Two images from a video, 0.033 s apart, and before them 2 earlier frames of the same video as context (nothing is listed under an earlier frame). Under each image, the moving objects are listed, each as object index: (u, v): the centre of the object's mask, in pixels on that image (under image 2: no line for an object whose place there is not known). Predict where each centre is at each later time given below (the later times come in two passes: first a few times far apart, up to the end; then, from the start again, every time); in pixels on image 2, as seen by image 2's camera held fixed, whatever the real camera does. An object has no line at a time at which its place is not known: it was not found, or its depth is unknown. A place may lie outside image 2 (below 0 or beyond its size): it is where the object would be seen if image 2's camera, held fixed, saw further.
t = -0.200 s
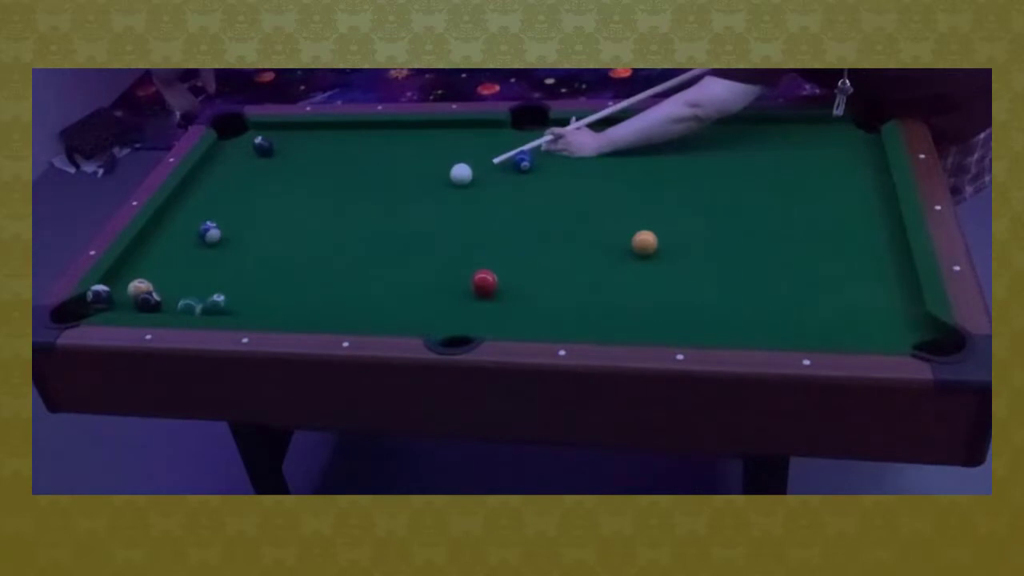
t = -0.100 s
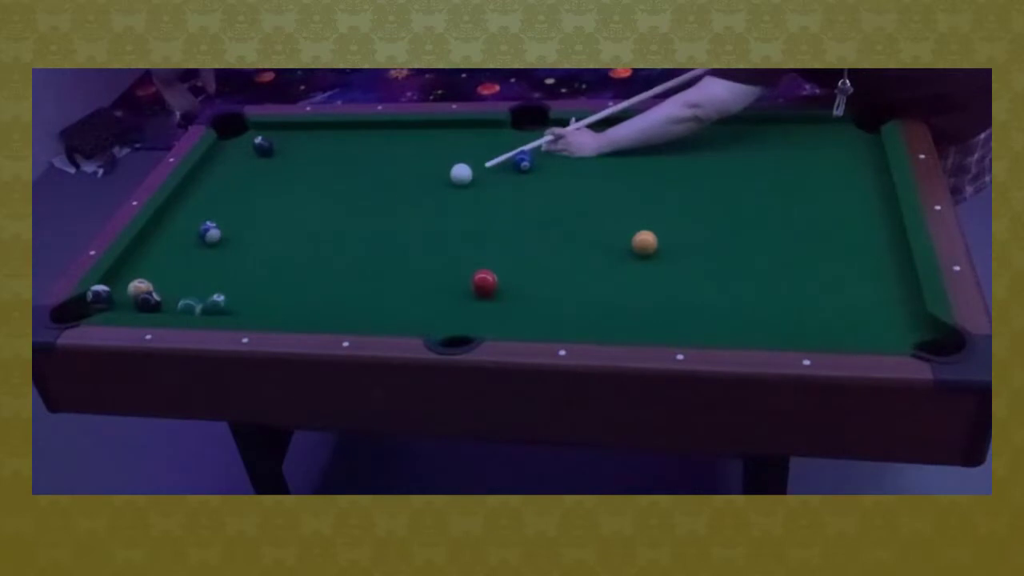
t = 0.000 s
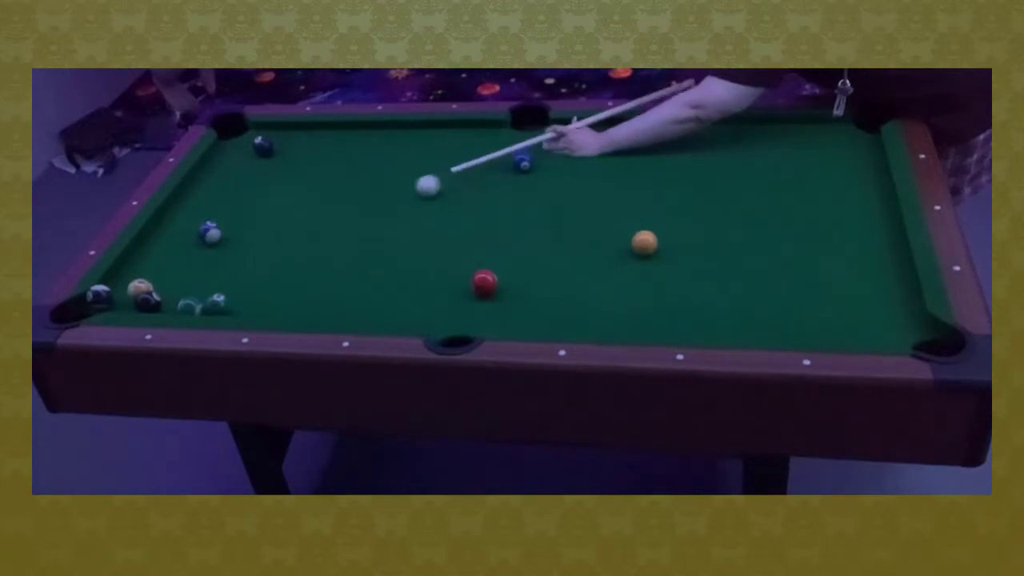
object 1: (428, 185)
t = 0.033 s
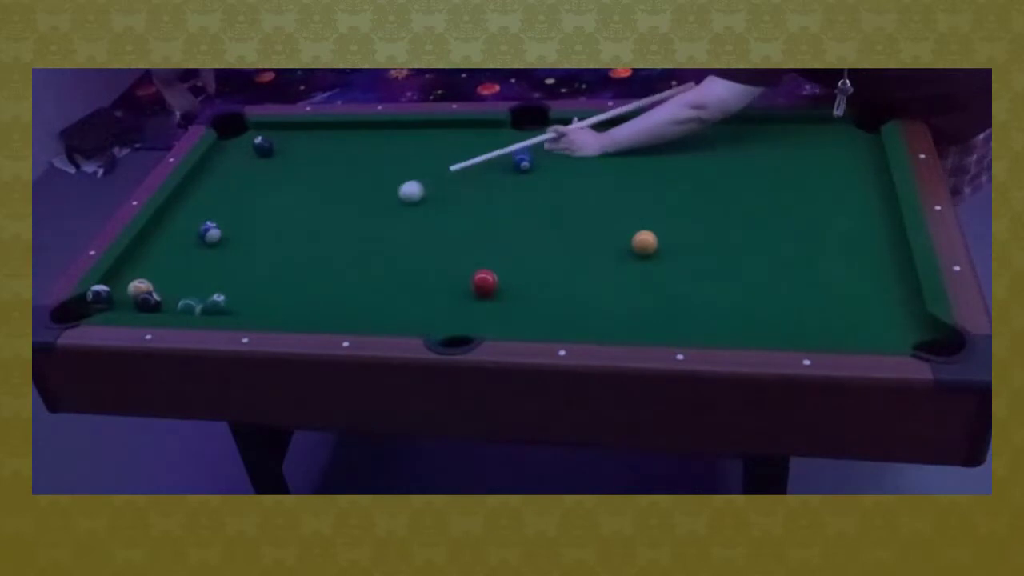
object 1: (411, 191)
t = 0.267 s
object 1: (315, 225)
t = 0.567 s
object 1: (199, 267)
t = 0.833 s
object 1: (141, 280)
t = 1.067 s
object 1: (107, 285)
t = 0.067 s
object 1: (396, 197)
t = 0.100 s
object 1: (381, 202)
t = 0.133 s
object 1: (368, 207)
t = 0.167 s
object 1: (355, 212)
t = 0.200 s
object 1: (342, 216)
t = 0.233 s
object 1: (328, 221)
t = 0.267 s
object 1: (315, 225)
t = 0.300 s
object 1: (302, 230)
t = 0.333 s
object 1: (296, 232)
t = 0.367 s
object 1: (282, 237)
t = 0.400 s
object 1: (268, 242)
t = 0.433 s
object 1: (255, 247)
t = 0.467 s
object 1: (241, 252)
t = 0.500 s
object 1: (227, 257)
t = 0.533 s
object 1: (213, 261)
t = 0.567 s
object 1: (199, 267)
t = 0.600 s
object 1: (185, 272)
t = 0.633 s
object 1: (171, 277)
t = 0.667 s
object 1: (163, 279)
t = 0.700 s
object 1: (160, 279)
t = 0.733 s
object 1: (156, 279)
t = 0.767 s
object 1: (152, 279)
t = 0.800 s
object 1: (146, 279)
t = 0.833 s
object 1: (141, 280)
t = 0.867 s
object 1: (135, 281)
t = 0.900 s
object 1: (131, 282)
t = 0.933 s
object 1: (125, 282)
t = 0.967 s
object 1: (120, 282)
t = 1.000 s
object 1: (114, 282)
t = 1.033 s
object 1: (109, 284)
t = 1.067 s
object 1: (107, 285)
